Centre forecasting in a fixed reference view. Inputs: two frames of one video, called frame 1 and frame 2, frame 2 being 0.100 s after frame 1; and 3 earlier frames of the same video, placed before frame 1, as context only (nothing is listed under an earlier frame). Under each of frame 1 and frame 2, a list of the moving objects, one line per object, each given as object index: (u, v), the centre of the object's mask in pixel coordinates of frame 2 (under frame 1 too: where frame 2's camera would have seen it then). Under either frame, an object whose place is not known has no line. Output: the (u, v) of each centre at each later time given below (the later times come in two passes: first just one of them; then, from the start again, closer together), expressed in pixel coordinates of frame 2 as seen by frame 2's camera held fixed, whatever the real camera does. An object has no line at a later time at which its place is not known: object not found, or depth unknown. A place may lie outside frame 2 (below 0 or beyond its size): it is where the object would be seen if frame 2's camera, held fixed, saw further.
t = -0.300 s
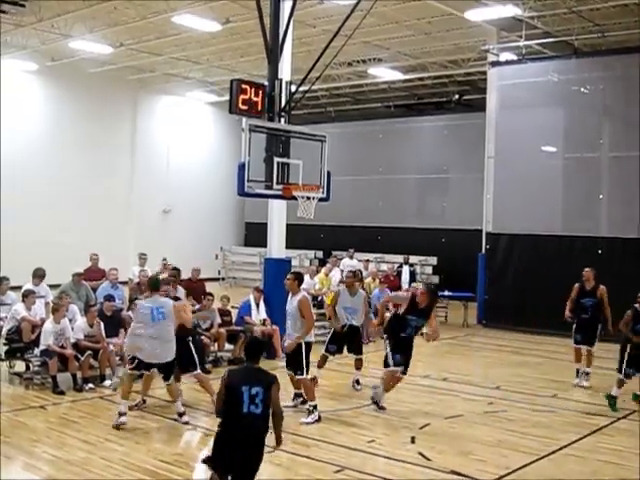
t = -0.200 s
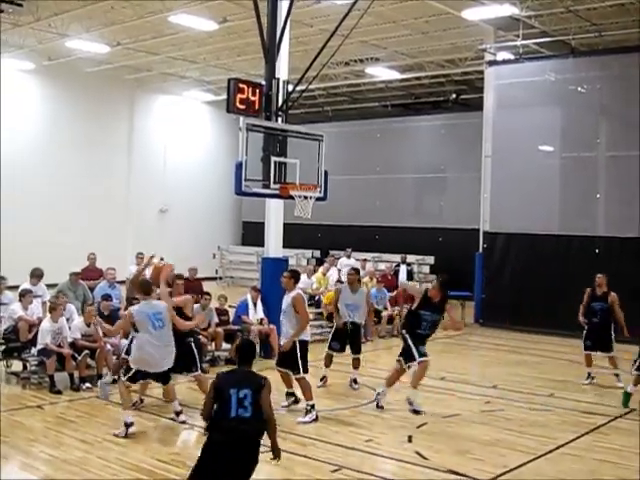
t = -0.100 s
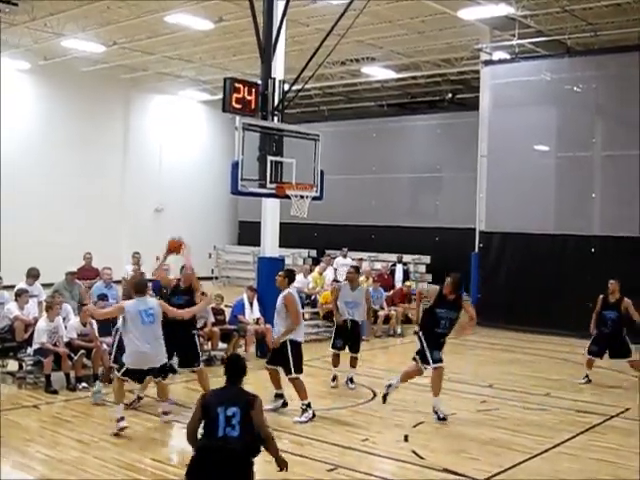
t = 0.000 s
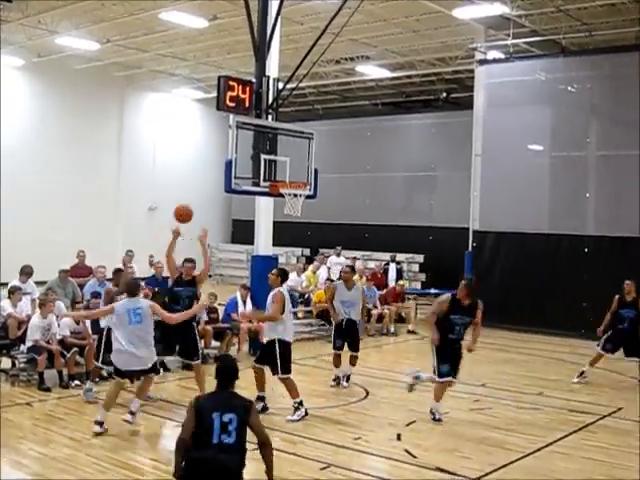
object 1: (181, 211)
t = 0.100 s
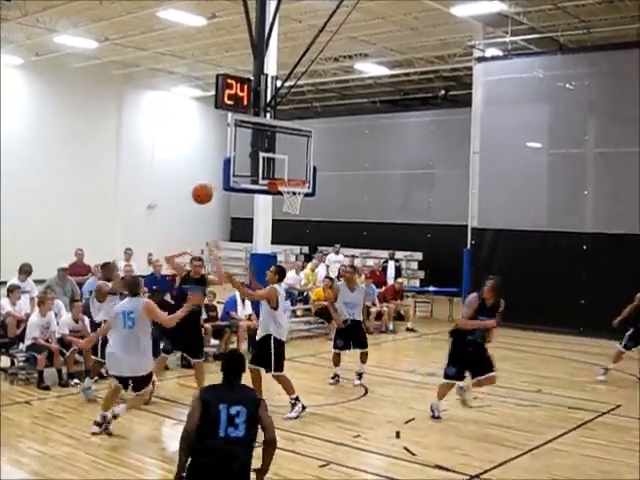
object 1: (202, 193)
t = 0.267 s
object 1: (246, 176)
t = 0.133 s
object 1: (209, 189)
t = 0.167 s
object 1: (216, 186)
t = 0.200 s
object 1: (226, 182)
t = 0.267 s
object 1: (246, 176)
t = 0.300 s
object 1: (256, 176)
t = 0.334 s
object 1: (266, 176)
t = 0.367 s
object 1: (278, 178)
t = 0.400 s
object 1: (290, 180)
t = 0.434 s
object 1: (304, 183)
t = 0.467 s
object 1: (321, 190)
